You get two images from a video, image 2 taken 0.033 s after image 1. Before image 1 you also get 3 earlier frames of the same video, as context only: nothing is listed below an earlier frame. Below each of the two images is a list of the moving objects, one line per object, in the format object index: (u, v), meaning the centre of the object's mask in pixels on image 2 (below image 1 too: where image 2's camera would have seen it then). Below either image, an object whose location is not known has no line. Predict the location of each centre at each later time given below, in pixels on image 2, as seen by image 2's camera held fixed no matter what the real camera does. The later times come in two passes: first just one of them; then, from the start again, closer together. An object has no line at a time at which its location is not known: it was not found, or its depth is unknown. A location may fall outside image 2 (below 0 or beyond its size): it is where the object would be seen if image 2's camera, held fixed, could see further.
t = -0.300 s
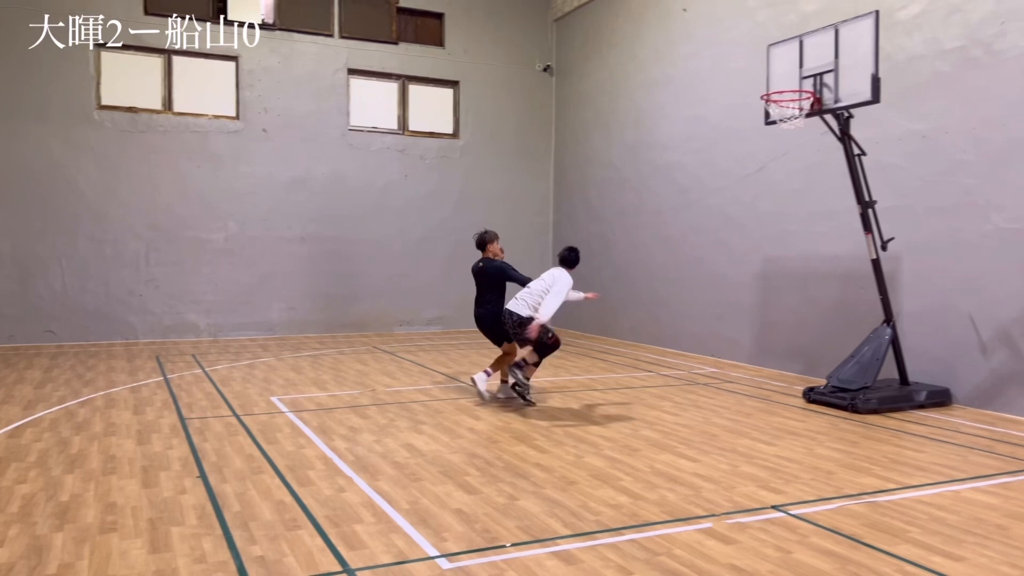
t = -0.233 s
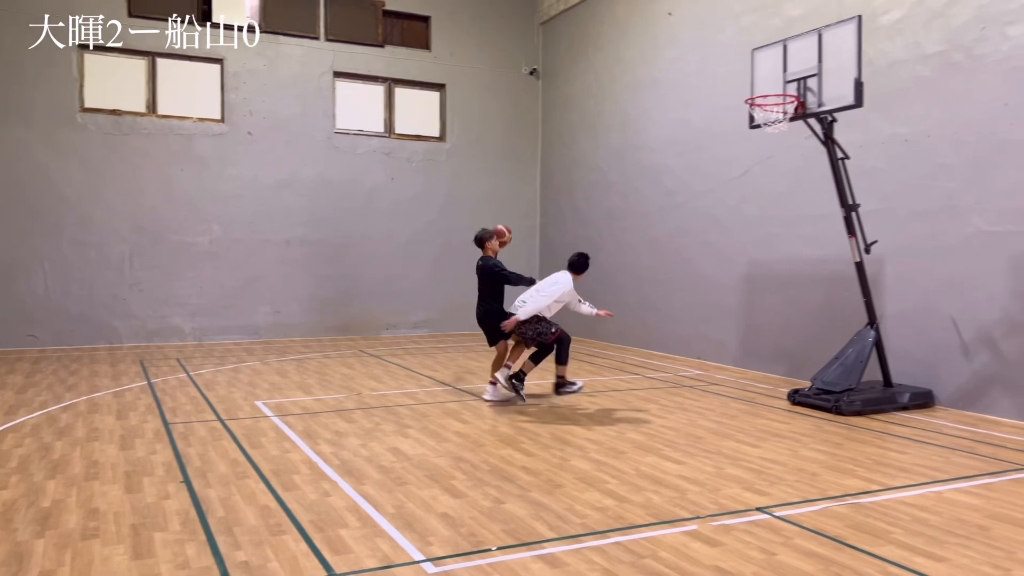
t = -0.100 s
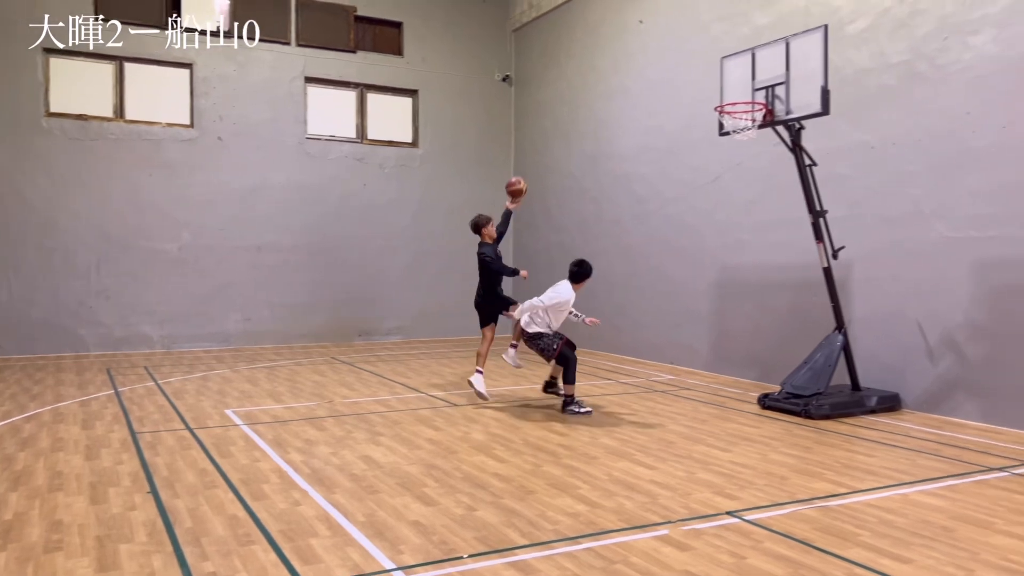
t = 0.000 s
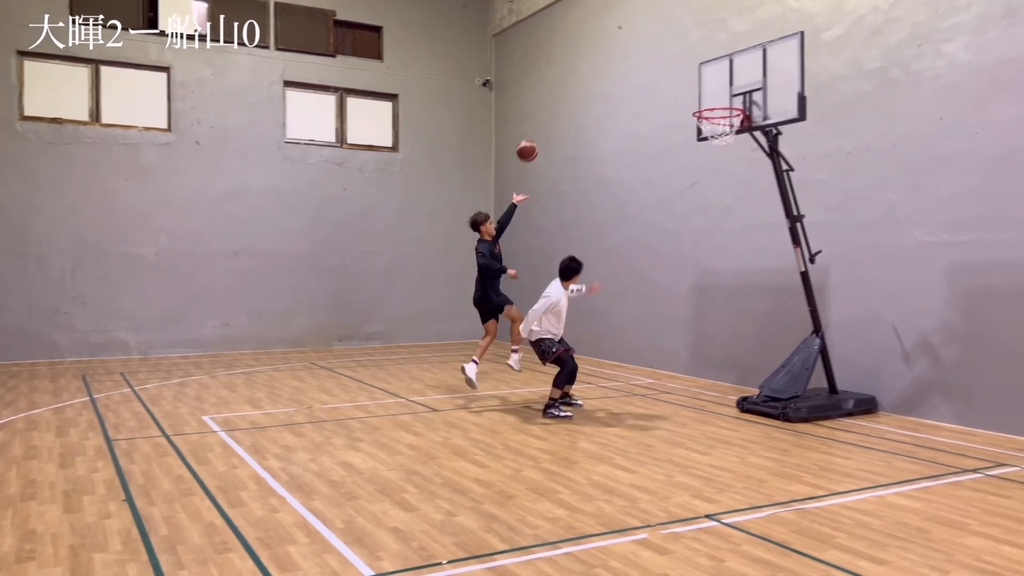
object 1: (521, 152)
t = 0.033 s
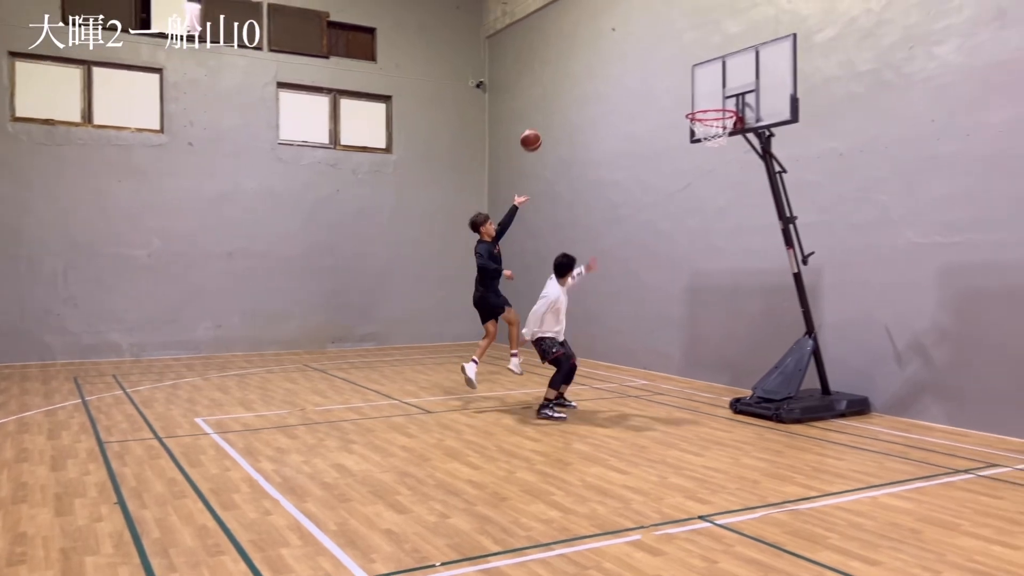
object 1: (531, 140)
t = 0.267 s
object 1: (603, 83)
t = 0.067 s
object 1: (541, 129)
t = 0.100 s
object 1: (551, 119)
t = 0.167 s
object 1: (572, 102)
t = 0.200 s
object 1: (582, 94)
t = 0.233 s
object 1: (593, 88)
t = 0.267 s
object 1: (603, 83)
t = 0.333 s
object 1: (624, 76)
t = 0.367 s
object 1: (635, 73)
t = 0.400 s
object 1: (646, 72)
